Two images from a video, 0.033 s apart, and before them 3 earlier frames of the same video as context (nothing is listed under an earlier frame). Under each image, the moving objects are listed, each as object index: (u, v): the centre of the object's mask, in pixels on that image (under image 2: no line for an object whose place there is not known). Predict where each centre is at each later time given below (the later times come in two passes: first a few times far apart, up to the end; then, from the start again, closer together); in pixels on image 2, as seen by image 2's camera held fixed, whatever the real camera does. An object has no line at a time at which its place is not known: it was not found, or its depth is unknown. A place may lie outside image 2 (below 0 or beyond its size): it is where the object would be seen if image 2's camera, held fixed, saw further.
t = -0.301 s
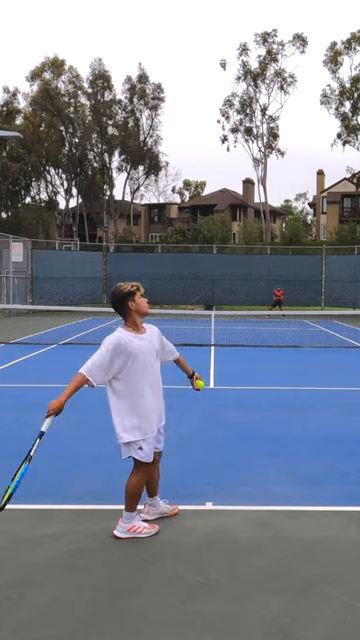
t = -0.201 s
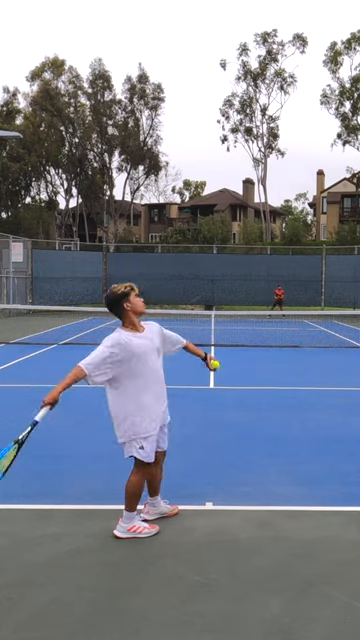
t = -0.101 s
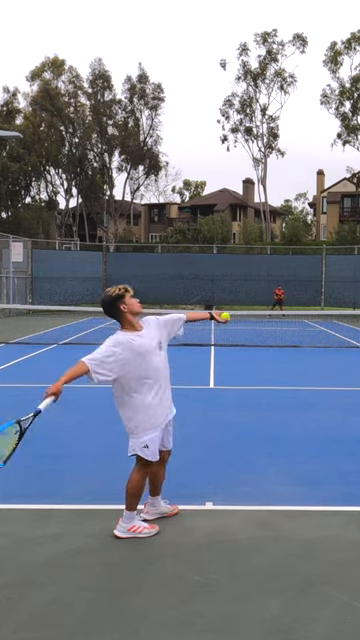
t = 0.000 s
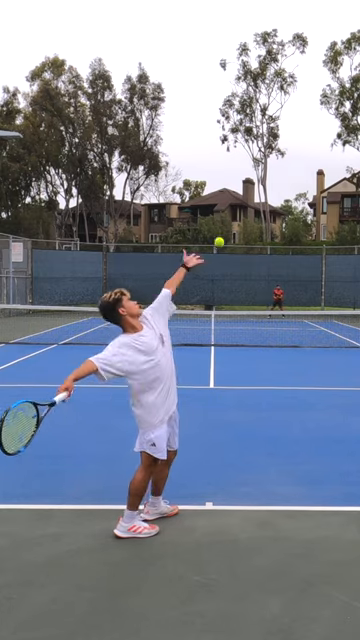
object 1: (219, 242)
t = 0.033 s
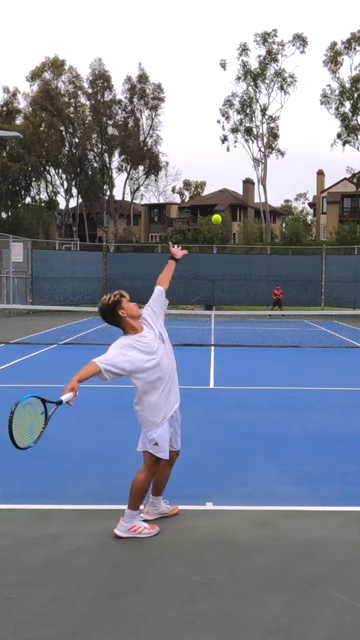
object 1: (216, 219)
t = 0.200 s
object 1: (203, 127)
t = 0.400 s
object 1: (187, 67)
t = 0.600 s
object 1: (172, 60)
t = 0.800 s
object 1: (155, 104)
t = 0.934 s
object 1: (144, 161)
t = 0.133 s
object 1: (208, 159)
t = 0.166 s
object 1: (206, 142)
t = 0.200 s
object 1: (203, 127)
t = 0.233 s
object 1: (201, 113)
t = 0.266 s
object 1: (198, 101)
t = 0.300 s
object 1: (195, 90)
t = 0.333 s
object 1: (193, 81)
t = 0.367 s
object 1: (190, 73)
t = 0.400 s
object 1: (187, 67)
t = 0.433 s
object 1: (185, 62)
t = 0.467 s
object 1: (182, 59)
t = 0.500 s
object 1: (179, 57)
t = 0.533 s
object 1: (177, 57)
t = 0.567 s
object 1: (174, 58)
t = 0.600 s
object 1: (172, 60)
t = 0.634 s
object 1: (169, 64)
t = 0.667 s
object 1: (166, 69)
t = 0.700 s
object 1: (164, 76)
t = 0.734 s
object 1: (161, 84)
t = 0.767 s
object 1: (158, 94)
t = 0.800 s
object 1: (155, 104)
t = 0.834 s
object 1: (153, 115)
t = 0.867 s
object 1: (151, 130)
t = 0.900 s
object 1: (147, 144)
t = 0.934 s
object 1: (144, 161)
